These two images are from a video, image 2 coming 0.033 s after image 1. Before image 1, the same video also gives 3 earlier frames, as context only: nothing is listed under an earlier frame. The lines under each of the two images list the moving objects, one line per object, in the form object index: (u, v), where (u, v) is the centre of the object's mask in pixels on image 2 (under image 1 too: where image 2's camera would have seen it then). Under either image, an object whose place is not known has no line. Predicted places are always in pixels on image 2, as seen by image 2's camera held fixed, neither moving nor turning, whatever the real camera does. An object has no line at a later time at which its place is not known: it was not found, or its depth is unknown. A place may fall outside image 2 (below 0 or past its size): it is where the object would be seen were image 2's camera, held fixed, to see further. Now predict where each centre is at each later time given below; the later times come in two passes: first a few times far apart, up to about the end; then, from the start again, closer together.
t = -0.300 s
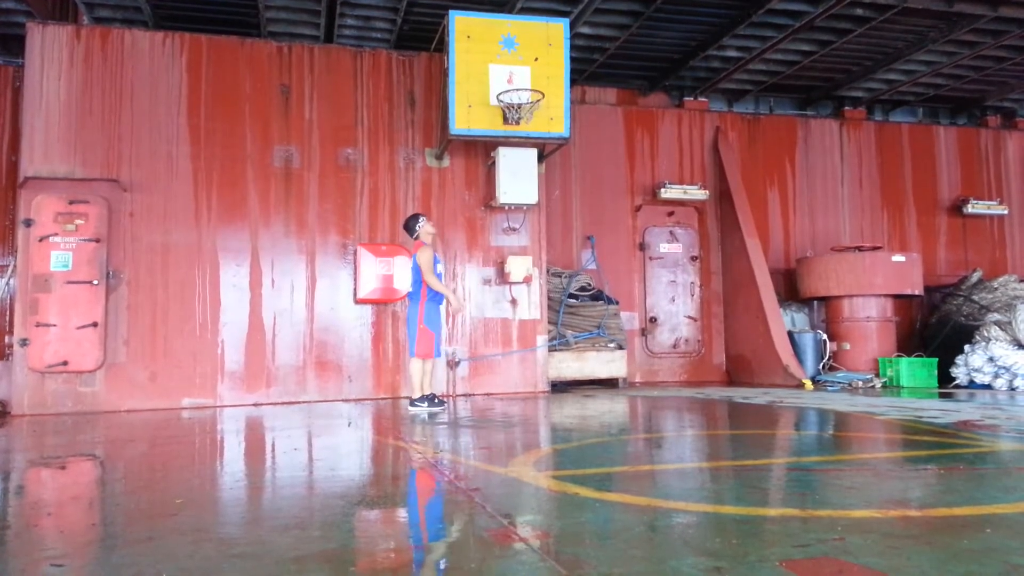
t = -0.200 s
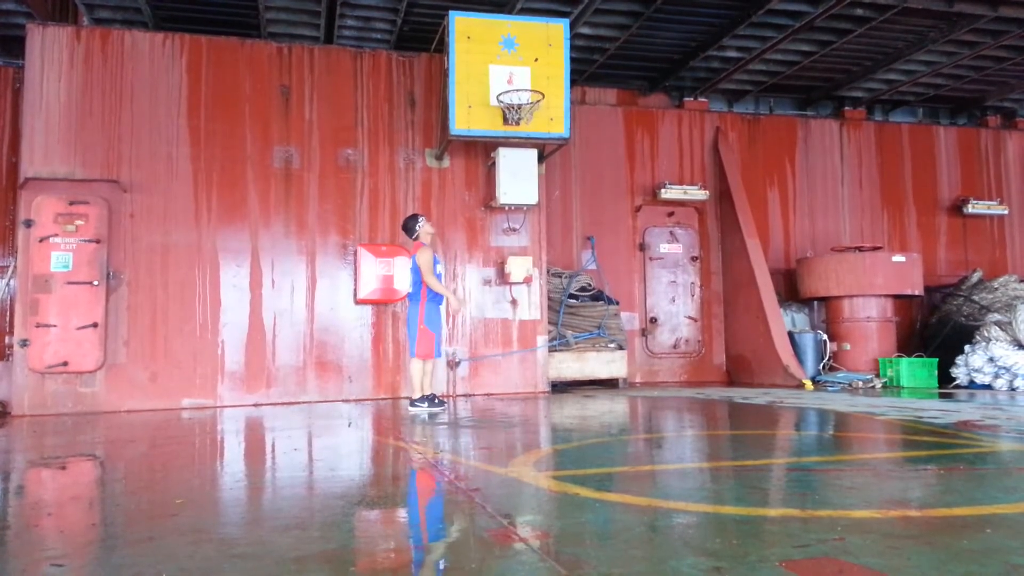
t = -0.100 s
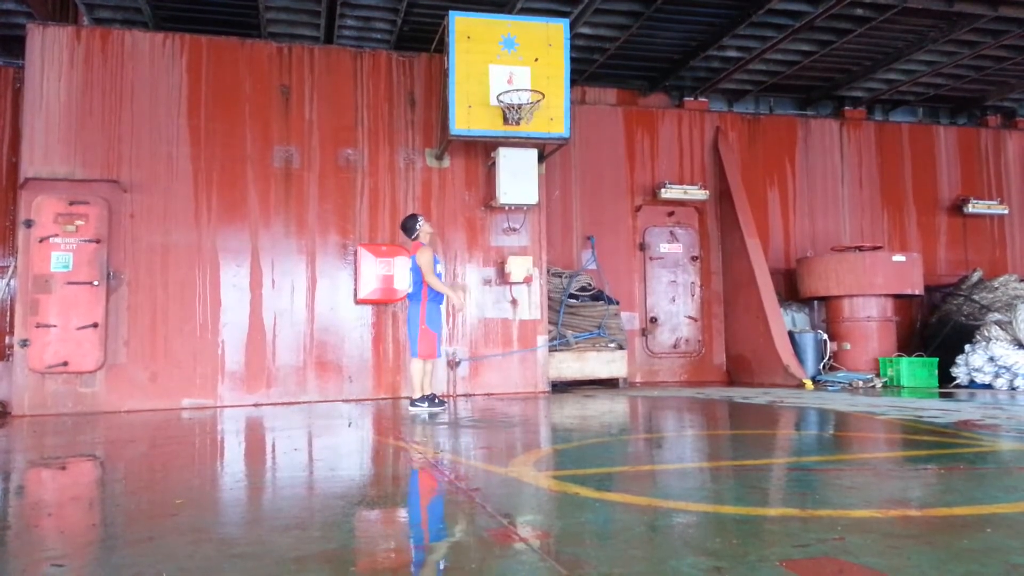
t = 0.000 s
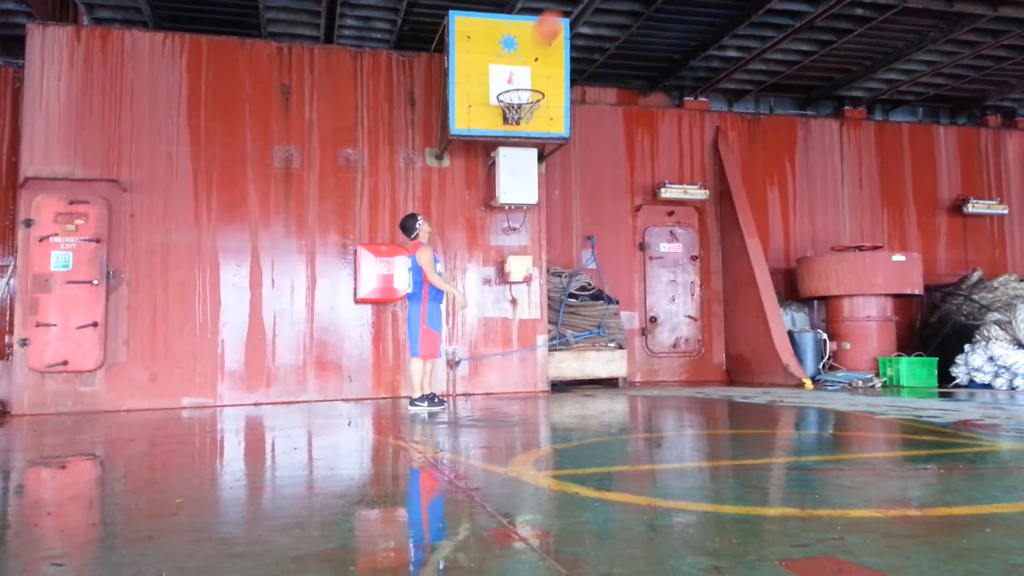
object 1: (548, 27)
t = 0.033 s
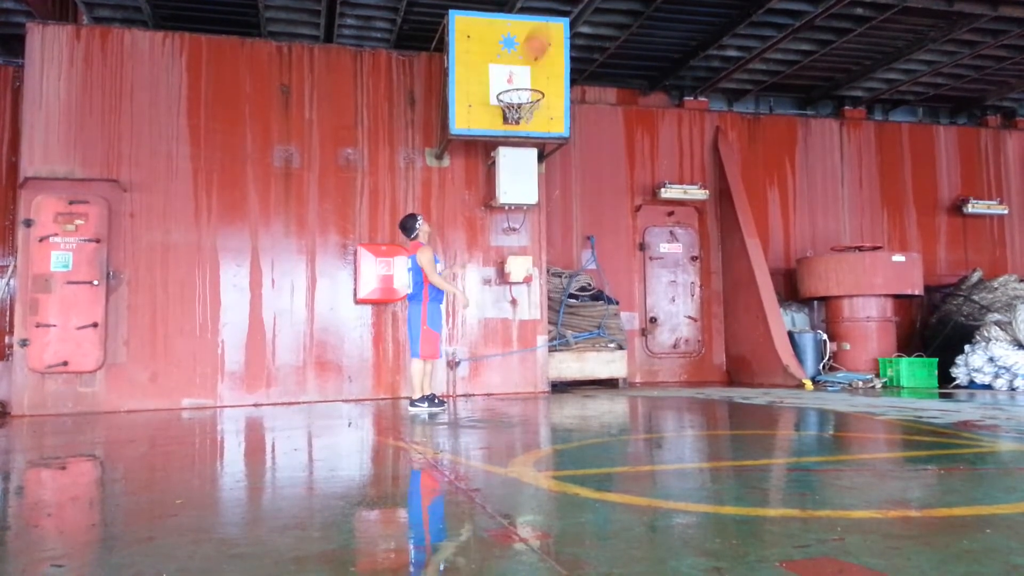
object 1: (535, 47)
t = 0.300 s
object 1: (536, 51)
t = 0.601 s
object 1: (556, 8)
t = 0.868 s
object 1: (580, 47)
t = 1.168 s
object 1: (614, 230)
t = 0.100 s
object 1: (512, 81)
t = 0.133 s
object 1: (511, 92)
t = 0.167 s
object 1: (526, 93)
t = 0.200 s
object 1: (532, 85)
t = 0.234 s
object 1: (533, 71)
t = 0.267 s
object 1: (534, 61)
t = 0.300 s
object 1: (536, 51)
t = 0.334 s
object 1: (538, 41)
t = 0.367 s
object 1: (540, 32)
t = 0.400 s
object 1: (543, 25)
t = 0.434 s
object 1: (545, 18)
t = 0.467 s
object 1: (547, 13)
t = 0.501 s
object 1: (549, 11)
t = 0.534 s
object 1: (551, 9)
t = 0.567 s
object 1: (553, 8)
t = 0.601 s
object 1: (556, 8)
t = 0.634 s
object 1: (558, 8)
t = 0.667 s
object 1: (561, 9)
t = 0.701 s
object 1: (564, 11)
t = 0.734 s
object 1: (567, 14)
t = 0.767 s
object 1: (570, 19)
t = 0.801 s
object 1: (573, 27)
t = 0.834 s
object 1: (577, 36)
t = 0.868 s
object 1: (580, 47)
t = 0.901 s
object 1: (583, 59)
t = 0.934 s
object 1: (586, 72)
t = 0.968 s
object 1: (589, 89)
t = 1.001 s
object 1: (593, 107)
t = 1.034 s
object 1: (596, 128)
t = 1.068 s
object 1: (600, 150)
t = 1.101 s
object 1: (604, 174)
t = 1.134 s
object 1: (609, 202)
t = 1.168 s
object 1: (614, 230)
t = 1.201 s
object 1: (618, 263)
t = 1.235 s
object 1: (624, 297)
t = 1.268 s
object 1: (630, 338)
